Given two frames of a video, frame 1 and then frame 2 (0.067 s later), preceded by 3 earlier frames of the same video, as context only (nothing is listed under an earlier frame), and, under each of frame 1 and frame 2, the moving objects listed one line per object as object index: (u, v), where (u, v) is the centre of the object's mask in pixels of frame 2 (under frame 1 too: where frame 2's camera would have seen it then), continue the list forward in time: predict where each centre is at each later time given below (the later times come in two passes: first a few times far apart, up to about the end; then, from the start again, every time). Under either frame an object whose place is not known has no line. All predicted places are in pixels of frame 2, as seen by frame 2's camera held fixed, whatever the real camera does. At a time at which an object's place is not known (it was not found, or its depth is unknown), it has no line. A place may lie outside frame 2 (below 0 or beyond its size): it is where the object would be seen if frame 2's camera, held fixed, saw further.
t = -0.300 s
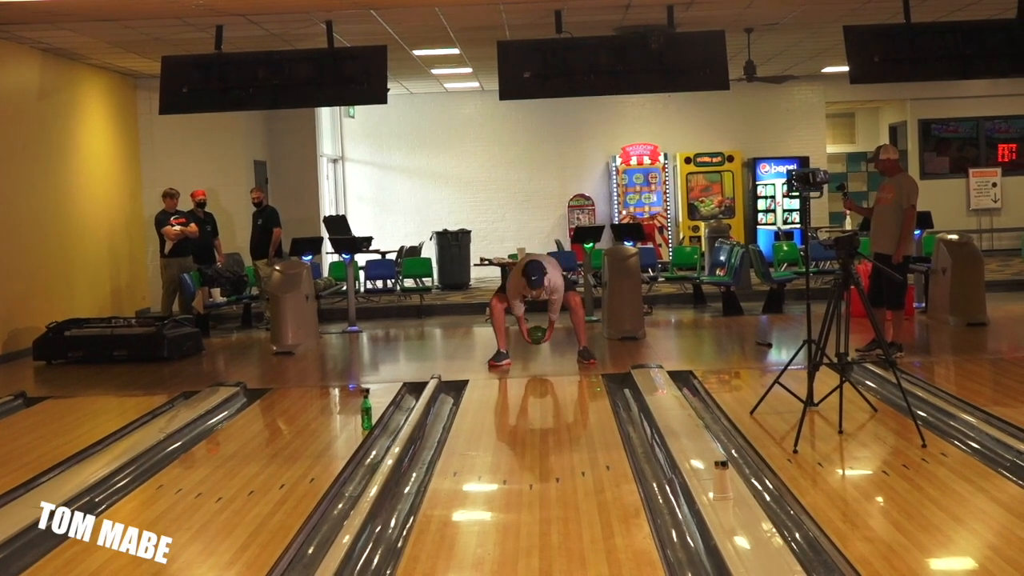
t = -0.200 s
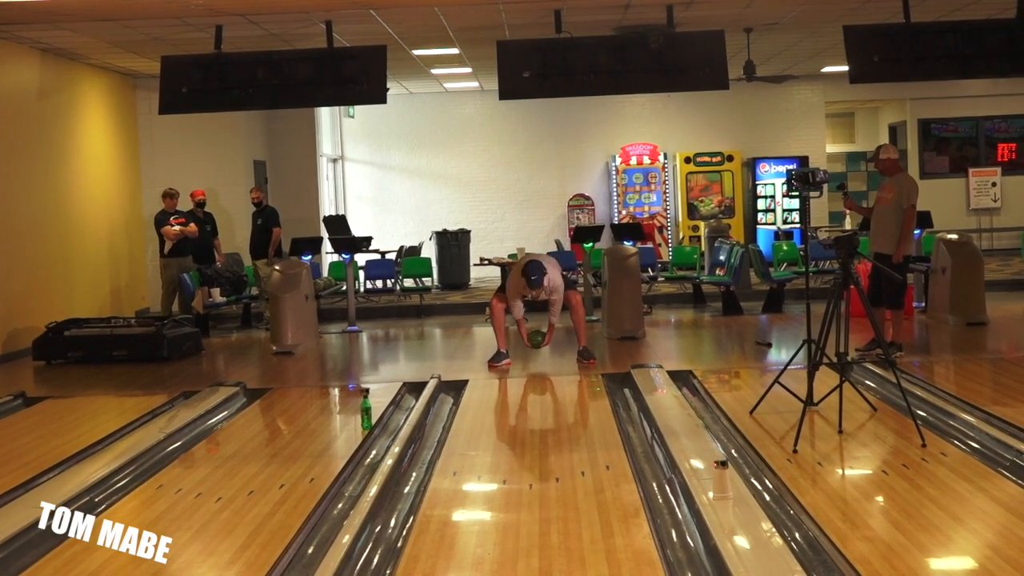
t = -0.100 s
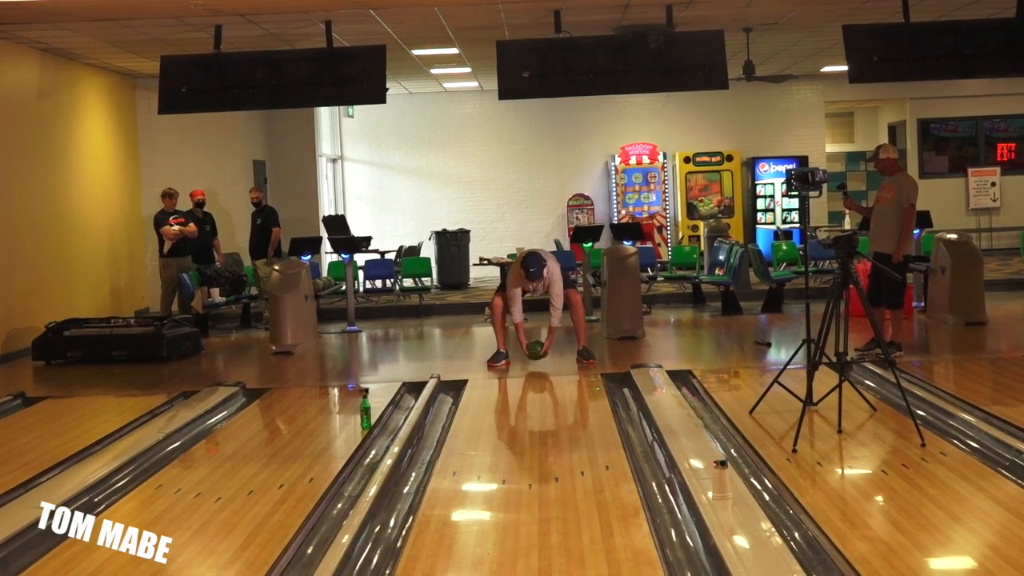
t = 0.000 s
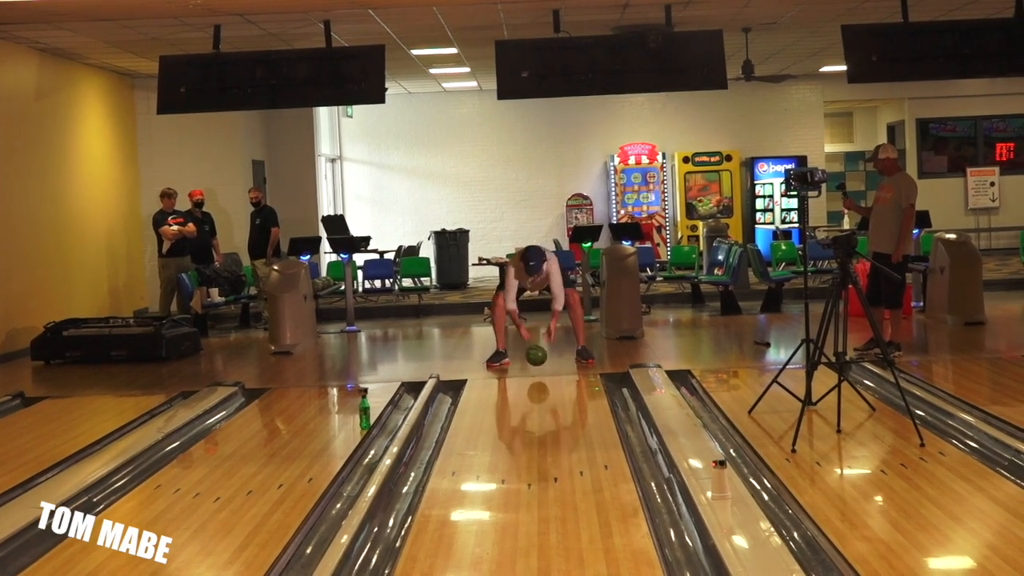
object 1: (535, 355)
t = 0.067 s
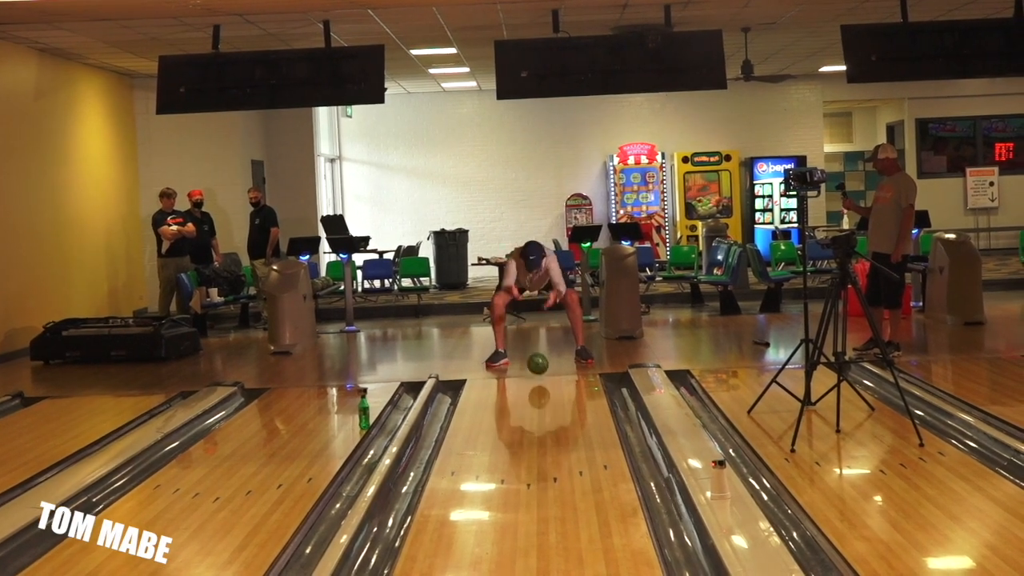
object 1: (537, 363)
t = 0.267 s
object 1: (544, 386)
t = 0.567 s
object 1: (553, 414)
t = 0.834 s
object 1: (560, 442)
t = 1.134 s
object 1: (563, 490)
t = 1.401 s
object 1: (563, 548)
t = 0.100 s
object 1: (539, 369)
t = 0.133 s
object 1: (540, 376)
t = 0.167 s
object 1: (541, 377)
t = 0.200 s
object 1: (542, 379)
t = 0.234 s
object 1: (543, 383)
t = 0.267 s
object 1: (544, 386)
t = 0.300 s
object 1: (546, 389)
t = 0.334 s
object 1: (547, 392)
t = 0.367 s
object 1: (548, 395)
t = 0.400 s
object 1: (549, 398)
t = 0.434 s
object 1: (550, 401)
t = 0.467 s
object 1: (551, 404)
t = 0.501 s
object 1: (552, 407)
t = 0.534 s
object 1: (552, 410)
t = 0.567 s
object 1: (553, 414)
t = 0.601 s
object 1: (554, 417)
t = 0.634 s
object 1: (555, 418)
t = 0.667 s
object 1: (556, 421)
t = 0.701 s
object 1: (557, 425)
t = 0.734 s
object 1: (558, 431)
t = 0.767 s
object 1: (559, 434)
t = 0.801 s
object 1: (560, 438)
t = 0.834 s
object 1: (560, 442)
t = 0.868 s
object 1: (561, 450)
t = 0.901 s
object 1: (561, 452)
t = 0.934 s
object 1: (561, 456)
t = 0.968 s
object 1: (561, 462)
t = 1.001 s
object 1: (562, 468)
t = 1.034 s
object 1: (562, 474)
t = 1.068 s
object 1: (562, 477)
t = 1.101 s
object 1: (563, 483)
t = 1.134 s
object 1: (563, 490)
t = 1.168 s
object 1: (563, 496)
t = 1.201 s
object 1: (563, 503)
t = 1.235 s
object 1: (563, 509)
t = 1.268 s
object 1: (563, 511)
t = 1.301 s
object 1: (563, 516)
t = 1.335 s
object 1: (563, 523)
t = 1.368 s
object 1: (563, 534)
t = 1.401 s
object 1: (563, 548)
